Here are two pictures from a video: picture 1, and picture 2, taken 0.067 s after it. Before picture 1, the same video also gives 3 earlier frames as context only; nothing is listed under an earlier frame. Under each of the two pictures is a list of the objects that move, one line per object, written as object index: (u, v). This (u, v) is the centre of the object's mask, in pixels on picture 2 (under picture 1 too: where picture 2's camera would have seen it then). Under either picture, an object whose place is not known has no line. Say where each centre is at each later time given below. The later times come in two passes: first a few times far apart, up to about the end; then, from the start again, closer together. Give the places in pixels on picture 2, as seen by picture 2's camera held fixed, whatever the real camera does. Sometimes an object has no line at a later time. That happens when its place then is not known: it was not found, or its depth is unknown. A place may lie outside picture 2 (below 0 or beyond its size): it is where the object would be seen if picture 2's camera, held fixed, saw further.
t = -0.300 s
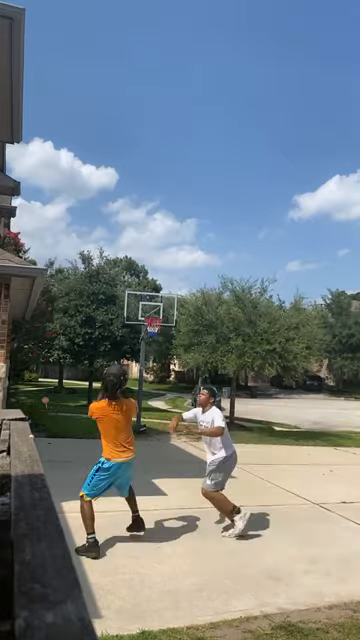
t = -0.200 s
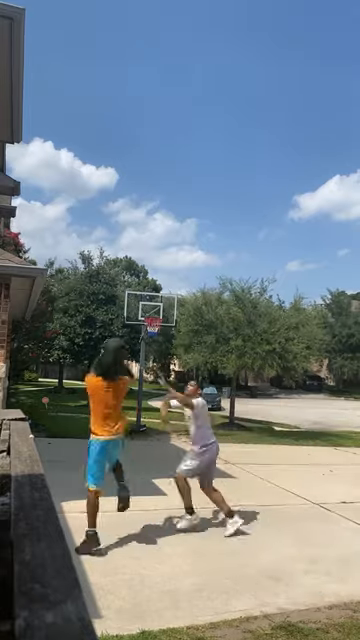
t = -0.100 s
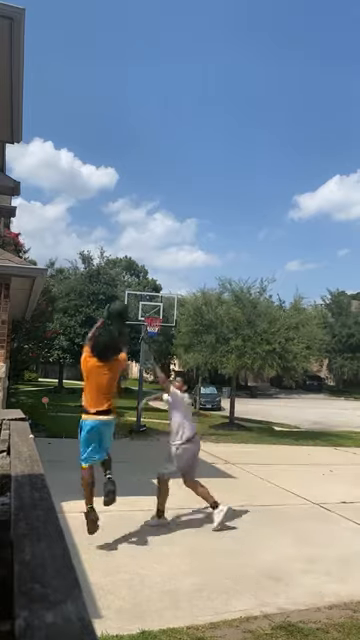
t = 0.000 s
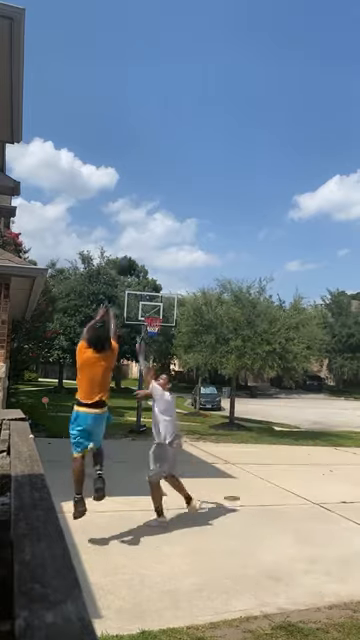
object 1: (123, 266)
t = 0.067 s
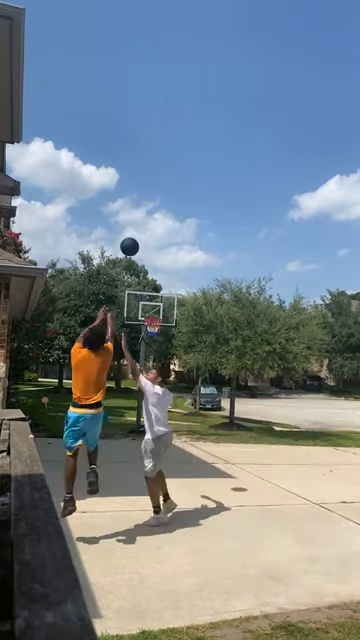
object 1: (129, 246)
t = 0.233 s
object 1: (136, 218)
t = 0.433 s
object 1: (141, 214)
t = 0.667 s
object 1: (145, 234)
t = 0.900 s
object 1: (147, 271)
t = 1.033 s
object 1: (148, 298)
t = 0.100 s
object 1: (131, 238)
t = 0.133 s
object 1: (132, 232)
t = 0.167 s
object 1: (134, 226)
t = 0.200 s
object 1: (135, 222)
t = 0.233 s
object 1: (136, 218)
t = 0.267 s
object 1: (137, 216)
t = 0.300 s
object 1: (138, 214)
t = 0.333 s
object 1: (139, 213)
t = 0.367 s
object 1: (140, 212)
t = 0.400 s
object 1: (141, 213)
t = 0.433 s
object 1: (141, 214)
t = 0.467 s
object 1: (142, 215)
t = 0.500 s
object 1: (143, 217)
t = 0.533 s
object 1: (144, 219)
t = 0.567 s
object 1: (144, 223)
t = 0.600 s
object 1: (145, 226)
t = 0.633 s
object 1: (145, 230)
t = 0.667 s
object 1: (145, 234)
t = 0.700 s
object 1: (146, 238)
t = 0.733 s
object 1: (146, 243)
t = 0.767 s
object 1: (146, 248)
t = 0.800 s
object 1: (147, 253)
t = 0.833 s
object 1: (147, 259)
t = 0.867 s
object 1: (147, 265)
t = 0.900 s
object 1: (147, 271)
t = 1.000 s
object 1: (148, 292)
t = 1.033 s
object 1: (148, 298)
